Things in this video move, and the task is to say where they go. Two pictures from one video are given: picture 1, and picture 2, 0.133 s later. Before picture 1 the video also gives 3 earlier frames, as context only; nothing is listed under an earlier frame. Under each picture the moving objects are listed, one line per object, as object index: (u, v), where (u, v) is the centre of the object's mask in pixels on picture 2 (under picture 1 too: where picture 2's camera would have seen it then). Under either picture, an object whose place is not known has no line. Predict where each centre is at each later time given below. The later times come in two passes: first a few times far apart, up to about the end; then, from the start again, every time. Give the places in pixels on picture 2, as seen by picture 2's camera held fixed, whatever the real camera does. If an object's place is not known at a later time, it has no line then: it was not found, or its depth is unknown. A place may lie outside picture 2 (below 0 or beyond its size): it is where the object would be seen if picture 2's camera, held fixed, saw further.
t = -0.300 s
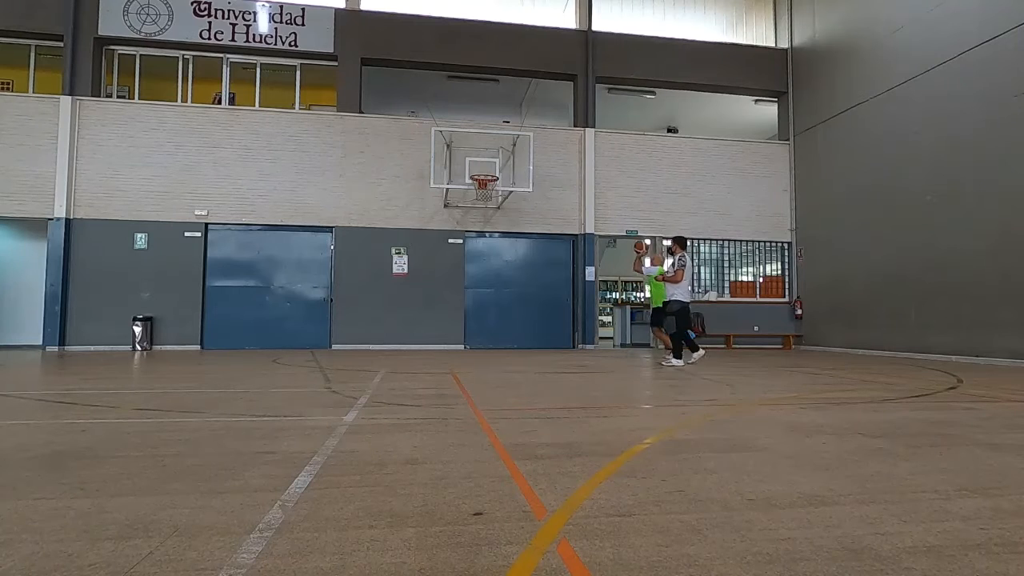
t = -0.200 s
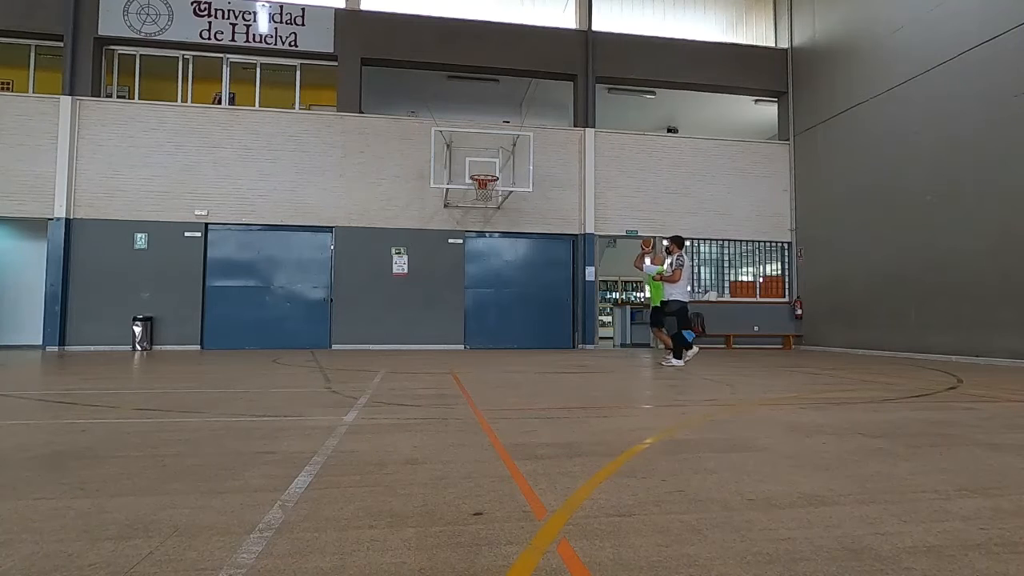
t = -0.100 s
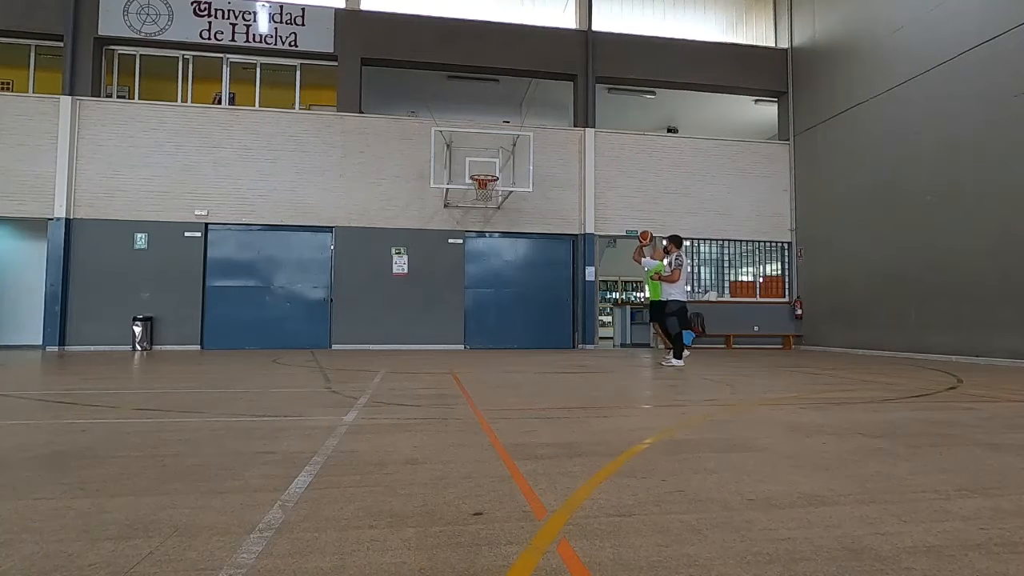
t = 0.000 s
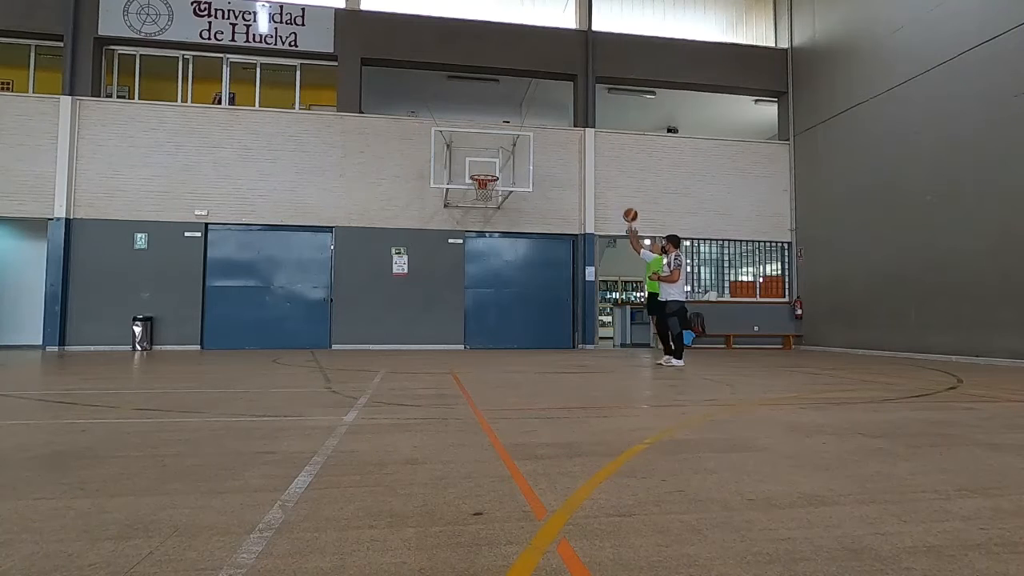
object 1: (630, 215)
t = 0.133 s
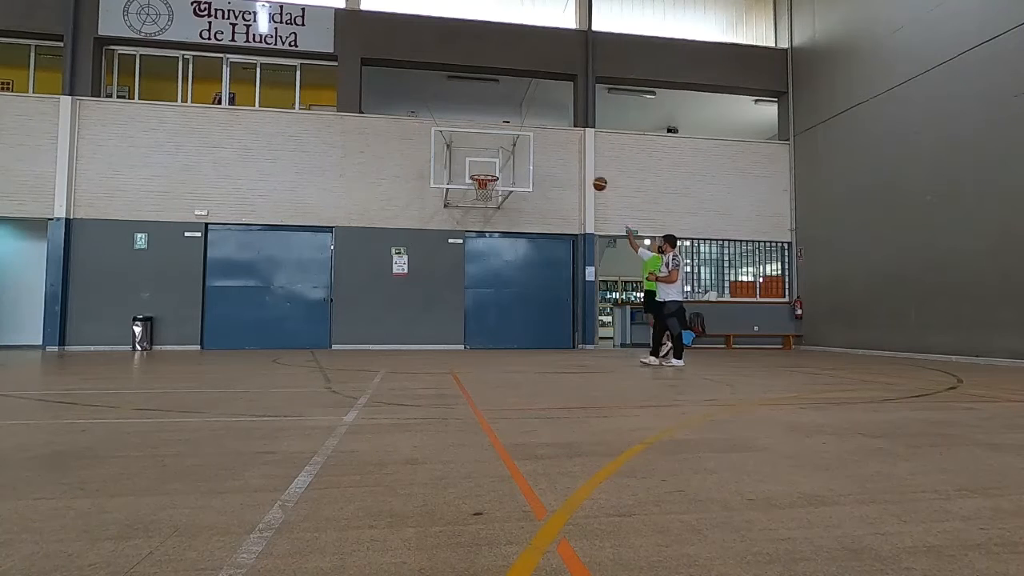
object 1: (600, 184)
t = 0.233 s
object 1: (578, 167)
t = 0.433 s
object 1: (537, 154)
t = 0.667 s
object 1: (501, 163)
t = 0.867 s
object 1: (481, 184)
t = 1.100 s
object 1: (481, 191)
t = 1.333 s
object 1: (483, 228)
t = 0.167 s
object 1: (592, 178)
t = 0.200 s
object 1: (585, 172)
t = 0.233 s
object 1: (578, 167)
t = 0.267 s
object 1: (571, 164)
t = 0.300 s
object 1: (564, 161)
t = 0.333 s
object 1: (557, 158)
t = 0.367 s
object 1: (550, 156)
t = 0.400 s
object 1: (543, 155)
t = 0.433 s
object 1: (537, 154)
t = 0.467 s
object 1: (530, 154)
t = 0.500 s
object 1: (523, 155)
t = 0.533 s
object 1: (517, 157)
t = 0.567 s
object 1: (512, 158)
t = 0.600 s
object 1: (508, 159)
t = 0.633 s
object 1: (505, 160)
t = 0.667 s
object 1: (501, 163)
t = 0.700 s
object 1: (497, 165)
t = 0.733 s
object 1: (493, 169)
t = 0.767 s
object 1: (490, 172)
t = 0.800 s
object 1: (487, 178)
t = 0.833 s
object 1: (482, 183)
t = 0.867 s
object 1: (481, 184)
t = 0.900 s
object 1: (481, 184)
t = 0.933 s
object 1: (481, 185)
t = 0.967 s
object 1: (481, 184)
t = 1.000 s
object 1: (481, 185)
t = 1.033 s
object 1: (481, 187)
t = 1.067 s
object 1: (481, 188)
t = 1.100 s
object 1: (481, 191)
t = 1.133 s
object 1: (482, 195)
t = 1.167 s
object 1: (482, 197)
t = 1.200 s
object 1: (483, 203)
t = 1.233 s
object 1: (483, 208)
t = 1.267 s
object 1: (483, 214)
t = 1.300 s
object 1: (483, 221)
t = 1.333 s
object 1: (483, 228)
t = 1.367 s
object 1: (484, 236)
